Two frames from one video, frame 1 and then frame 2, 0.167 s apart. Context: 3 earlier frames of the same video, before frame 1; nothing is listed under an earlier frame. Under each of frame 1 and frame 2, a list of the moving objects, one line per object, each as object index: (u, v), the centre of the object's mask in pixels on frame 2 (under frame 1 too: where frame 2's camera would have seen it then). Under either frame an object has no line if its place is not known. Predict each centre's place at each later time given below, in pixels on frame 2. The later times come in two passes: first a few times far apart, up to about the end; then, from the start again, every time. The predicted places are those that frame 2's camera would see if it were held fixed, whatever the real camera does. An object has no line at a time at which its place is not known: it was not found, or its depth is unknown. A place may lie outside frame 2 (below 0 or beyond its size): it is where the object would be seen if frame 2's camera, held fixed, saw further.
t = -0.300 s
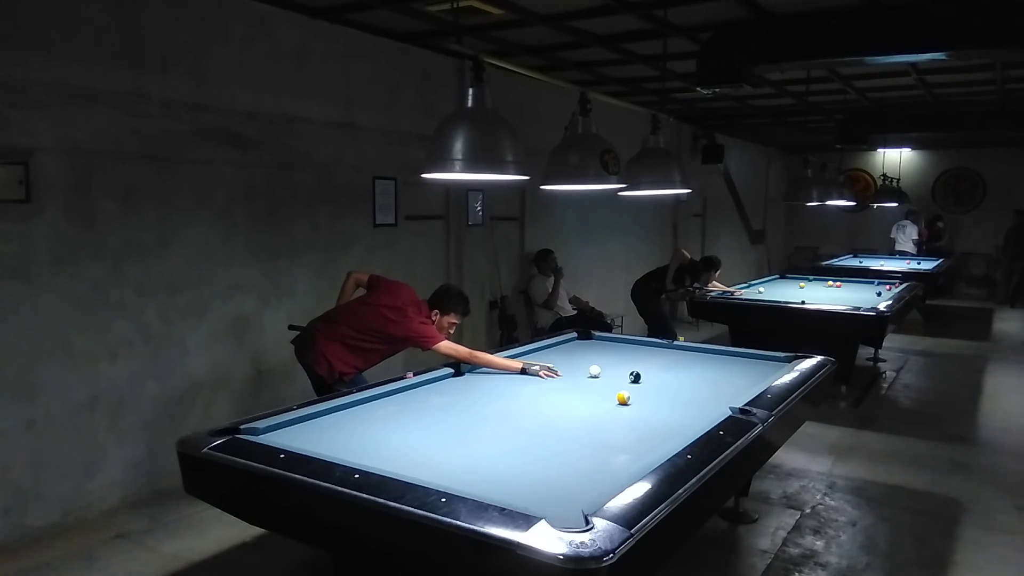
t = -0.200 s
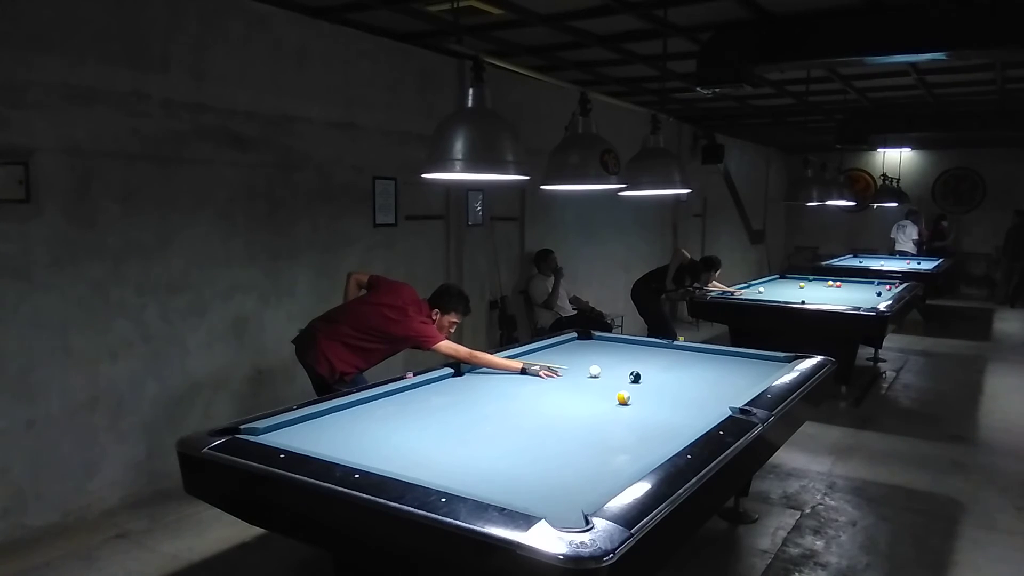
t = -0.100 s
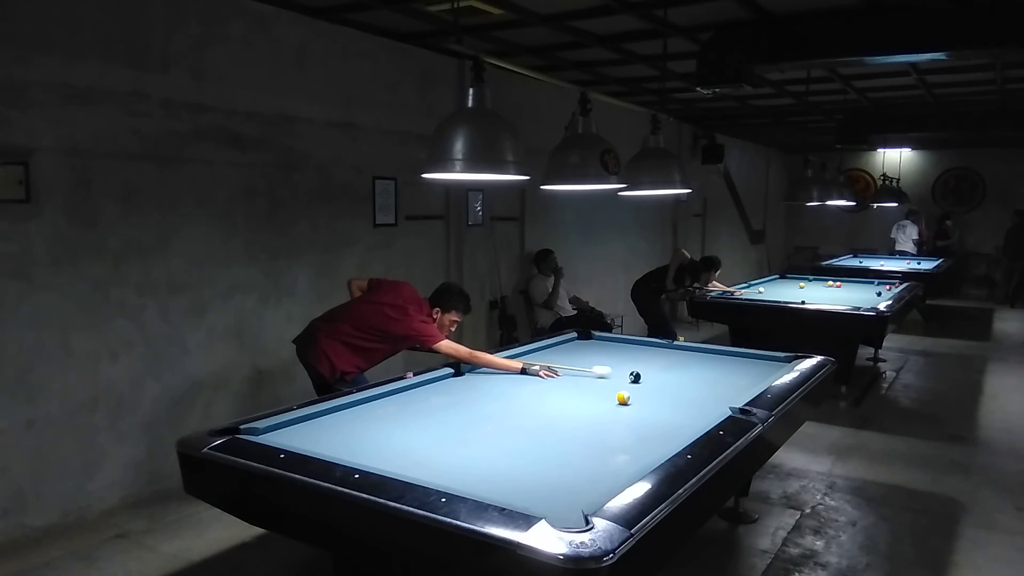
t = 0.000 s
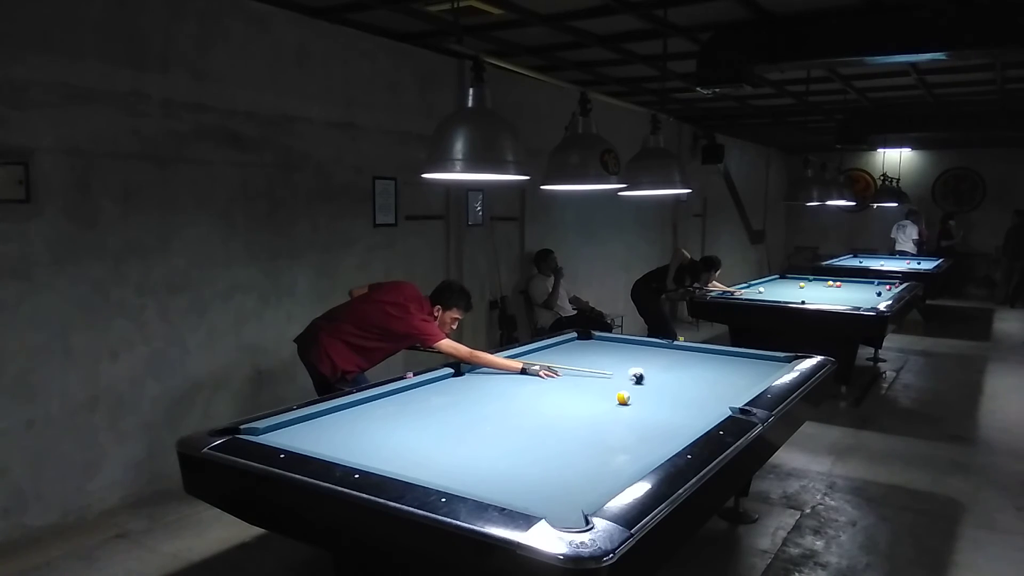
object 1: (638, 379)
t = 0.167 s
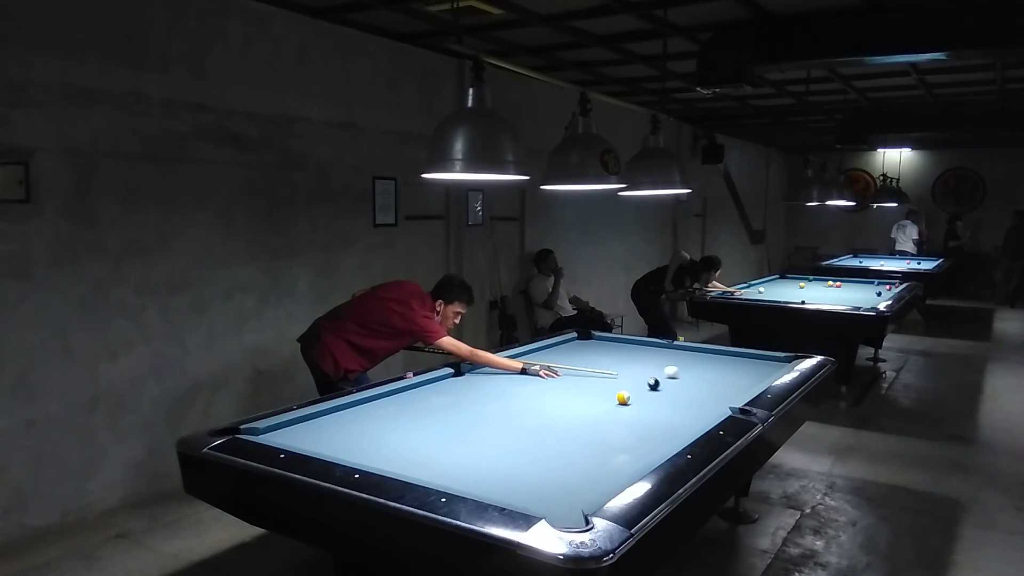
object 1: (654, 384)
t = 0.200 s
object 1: (657, 386)
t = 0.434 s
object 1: (679, 394)
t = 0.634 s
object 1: (698, 401)
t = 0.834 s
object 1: (718, 407)
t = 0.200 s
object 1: (657, 386)
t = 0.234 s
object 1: (660, 387)
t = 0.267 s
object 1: (663, 388)
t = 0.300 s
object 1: (666, 389)
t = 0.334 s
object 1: (669, 390)
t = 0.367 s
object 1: (672, 391)
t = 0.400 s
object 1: (676, 392)
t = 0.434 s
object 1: (679, 394)
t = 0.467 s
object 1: (682, 395)
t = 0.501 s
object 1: (685, 396)
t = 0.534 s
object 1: (688, 397)
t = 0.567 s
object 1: (692, 399)
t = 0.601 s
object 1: (695, 400)
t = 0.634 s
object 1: (698, 401)
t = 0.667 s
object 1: (701, 402)
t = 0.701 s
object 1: (704, 403)
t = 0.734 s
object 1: (708, 404)
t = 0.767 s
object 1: (711, 406)
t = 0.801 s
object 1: (715, 406)
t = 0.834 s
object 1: (718, 407)
